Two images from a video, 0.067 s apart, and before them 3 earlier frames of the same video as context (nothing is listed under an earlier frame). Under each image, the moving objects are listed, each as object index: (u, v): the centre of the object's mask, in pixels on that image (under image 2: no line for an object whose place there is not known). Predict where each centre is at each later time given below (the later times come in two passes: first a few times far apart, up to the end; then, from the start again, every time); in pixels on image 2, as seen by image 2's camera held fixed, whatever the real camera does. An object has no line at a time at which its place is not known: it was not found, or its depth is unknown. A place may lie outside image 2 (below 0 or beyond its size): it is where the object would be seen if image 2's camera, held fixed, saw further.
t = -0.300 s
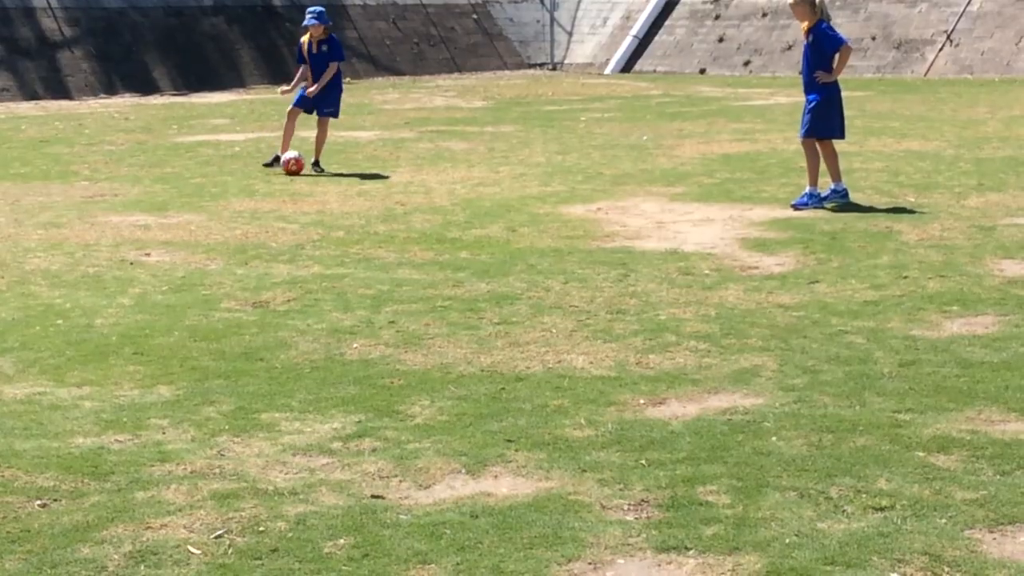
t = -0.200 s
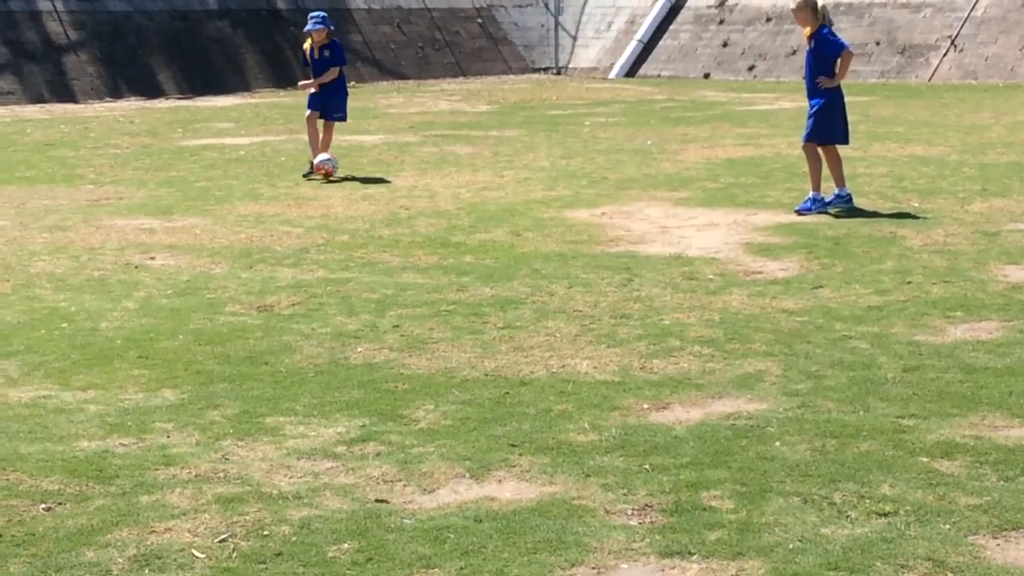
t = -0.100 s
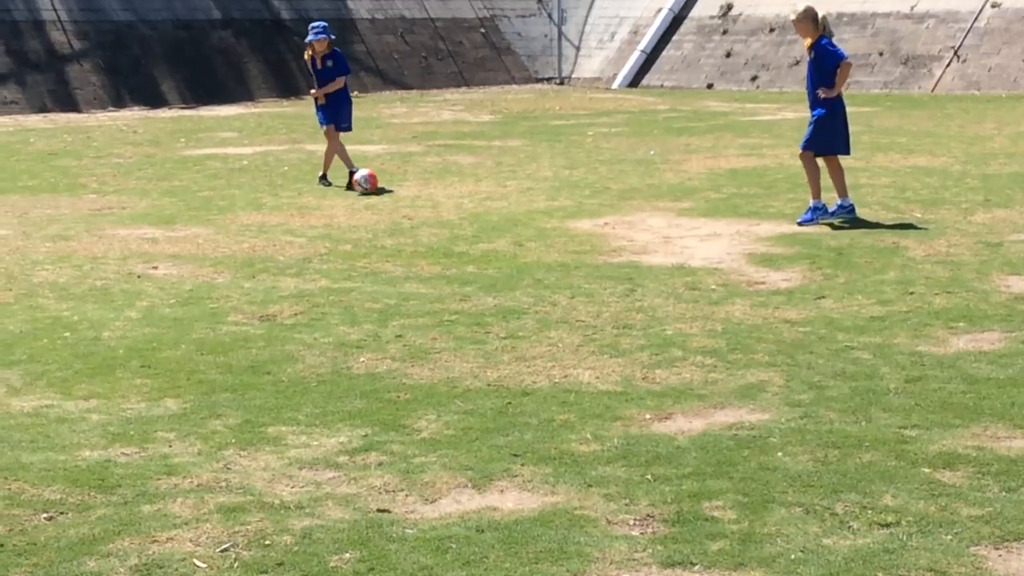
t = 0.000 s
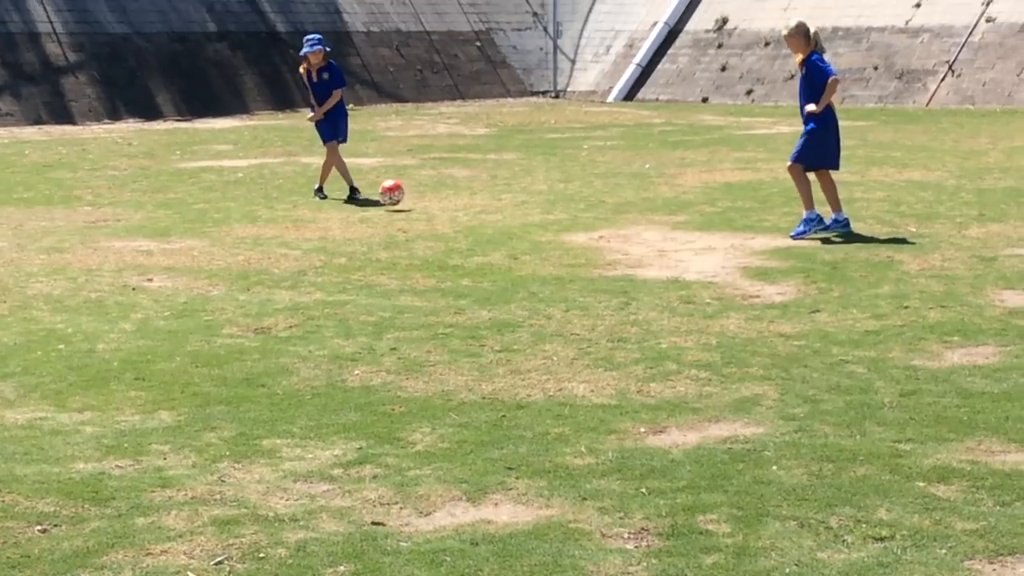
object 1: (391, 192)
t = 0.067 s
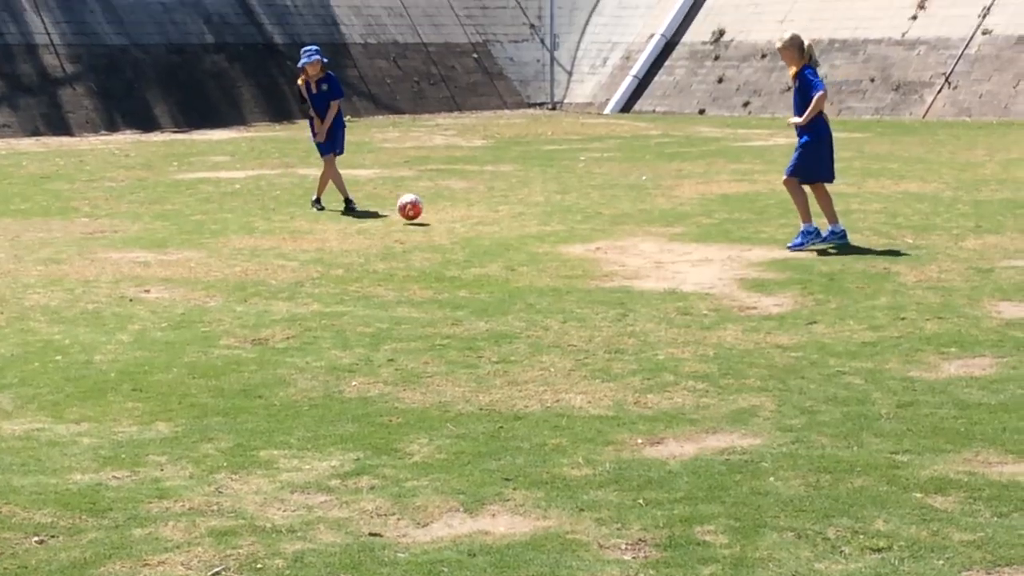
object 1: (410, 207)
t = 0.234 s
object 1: (458, 210)
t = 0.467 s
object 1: (525, 218)
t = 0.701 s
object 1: (592, 228)
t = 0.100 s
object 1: (420, 211)
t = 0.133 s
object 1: (430, 213)
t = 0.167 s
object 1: (440, 214)
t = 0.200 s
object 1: (449, 212)
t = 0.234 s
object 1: (458, 210)
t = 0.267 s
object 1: (468, 210)
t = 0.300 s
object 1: (477, 211)
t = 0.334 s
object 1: (487, 214)
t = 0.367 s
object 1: (497, 219)
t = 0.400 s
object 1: (506, 220)
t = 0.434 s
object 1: (516, 218)
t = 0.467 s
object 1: (525, 218)
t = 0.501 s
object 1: (534, 219)
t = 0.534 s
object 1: (544, 222)
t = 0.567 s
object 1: (553, 226)
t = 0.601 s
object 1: (562, 225)
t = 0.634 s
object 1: (572, 224)
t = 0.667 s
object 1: (582, 226)
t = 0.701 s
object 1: (592, 228)
